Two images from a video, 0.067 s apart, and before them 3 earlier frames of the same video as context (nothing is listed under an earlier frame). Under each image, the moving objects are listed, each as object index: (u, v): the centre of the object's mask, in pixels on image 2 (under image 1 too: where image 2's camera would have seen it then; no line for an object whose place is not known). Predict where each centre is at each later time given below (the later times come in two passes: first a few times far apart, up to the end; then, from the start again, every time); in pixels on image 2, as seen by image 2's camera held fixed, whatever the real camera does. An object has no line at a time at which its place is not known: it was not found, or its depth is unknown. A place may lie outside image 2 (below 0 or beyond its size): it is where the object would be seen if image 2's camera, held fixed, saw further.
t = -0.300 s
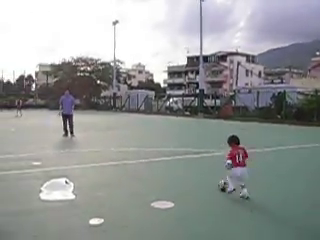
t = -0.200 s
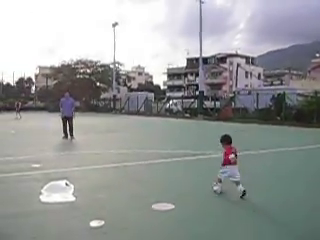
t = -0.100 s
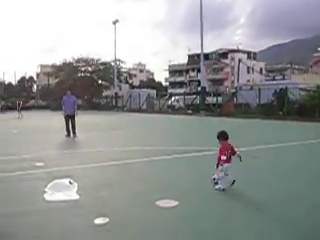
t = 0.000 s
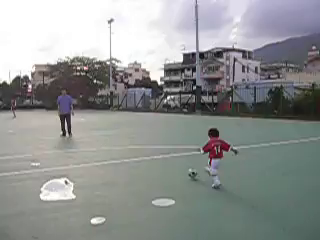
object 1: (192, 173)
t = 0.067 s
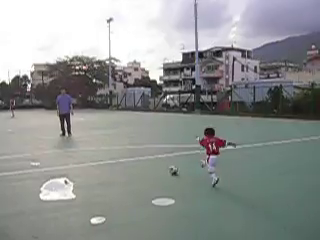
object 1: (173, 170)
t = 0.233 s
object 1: (141, 163)
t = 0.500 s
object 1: (108, 157)
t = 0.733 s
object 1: (87, 152)
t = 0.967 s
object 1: (69, 149)
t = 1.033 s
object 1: (64, 148)
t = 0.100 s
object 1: (166, 168)
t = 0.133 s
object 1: (159, 166)
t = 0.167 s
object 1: (152, 166)
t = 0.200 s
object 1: (146, 165)
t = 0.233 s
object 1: (141, 163)
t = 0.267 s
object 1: (136, 163)
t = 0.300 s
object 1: (131, 162)
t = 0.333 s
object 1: (127, 160)
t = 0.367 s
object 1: (123, 159)
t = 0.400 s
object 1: (119, 159)
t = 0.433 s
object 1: (115, 158)
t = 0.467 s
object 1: (111, 158)
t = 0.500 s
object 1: (108, 157)
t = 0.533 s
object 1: (105, 155)
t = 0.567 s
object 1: (102, 155)
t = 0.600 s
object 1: (99, 155)
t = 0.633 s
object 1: (96, 155)
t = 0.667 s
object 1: (93, 153)
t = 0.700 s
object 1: (90, 152)
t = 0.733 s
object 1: (87, 152)
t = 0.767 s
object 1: (85, 152)
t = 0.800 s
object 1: (82, 152)
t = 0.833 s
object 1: (79, 151)
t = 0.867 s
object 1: (77, 151)
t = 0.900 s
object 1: (74, 150)
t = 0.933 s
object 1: (72, 150)
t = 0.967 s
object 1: (69, 149)
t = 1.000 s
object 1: (67, 149)
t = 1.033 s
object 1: (64, 148)
